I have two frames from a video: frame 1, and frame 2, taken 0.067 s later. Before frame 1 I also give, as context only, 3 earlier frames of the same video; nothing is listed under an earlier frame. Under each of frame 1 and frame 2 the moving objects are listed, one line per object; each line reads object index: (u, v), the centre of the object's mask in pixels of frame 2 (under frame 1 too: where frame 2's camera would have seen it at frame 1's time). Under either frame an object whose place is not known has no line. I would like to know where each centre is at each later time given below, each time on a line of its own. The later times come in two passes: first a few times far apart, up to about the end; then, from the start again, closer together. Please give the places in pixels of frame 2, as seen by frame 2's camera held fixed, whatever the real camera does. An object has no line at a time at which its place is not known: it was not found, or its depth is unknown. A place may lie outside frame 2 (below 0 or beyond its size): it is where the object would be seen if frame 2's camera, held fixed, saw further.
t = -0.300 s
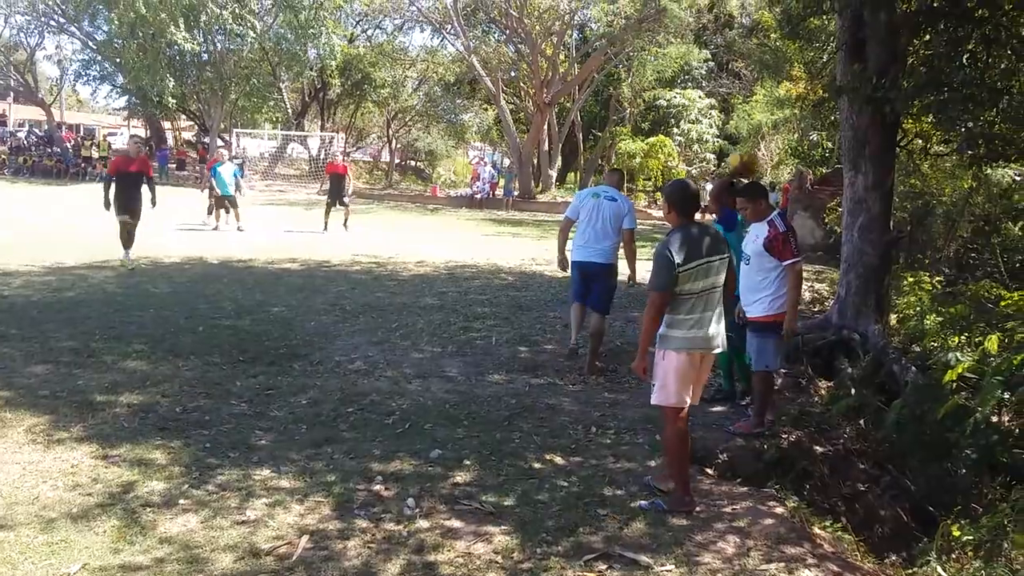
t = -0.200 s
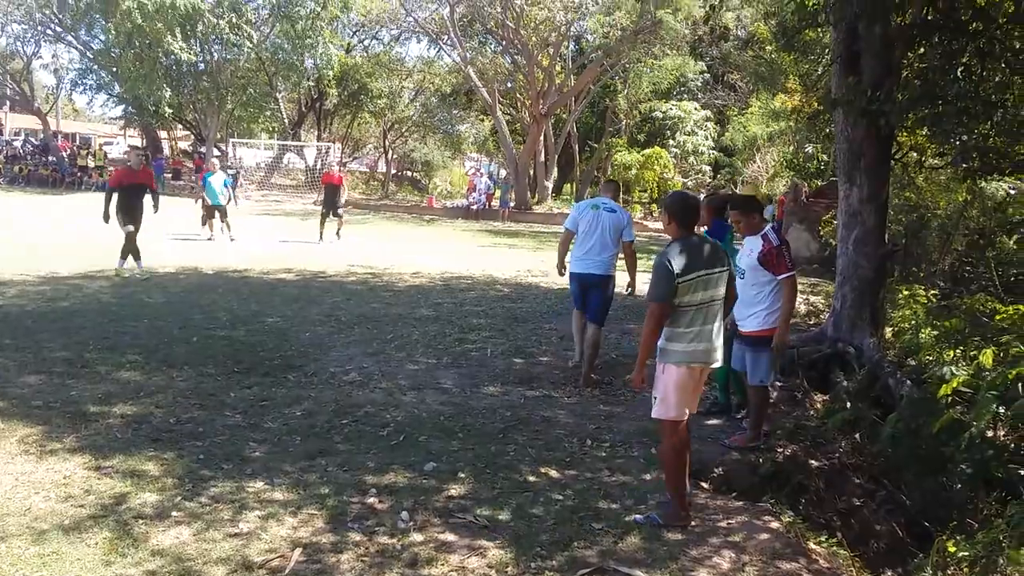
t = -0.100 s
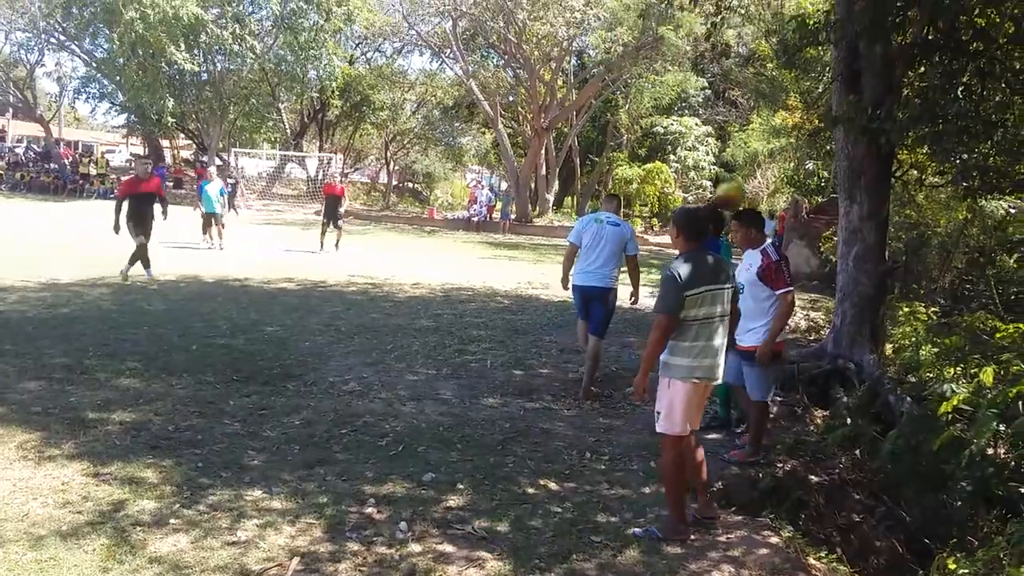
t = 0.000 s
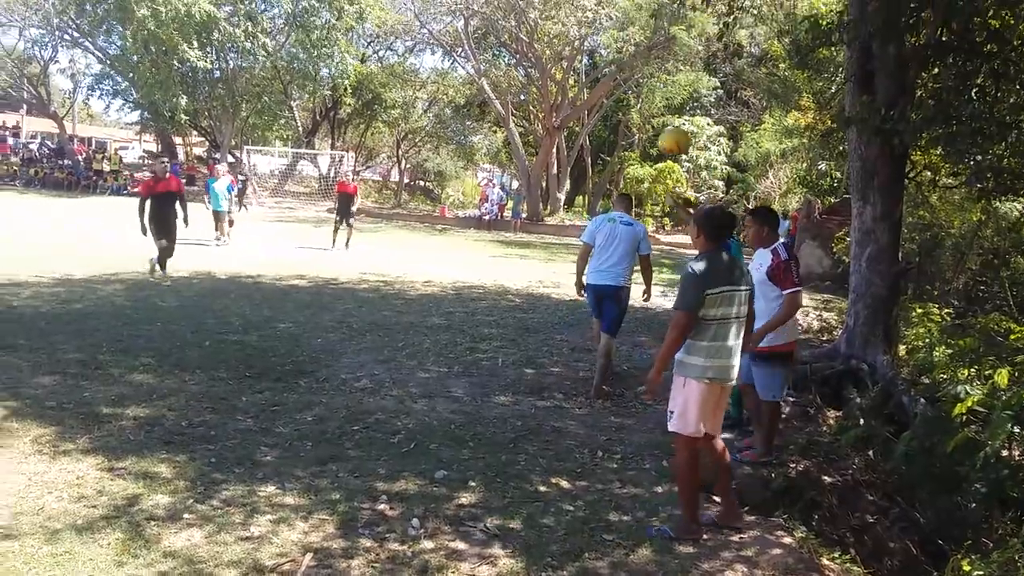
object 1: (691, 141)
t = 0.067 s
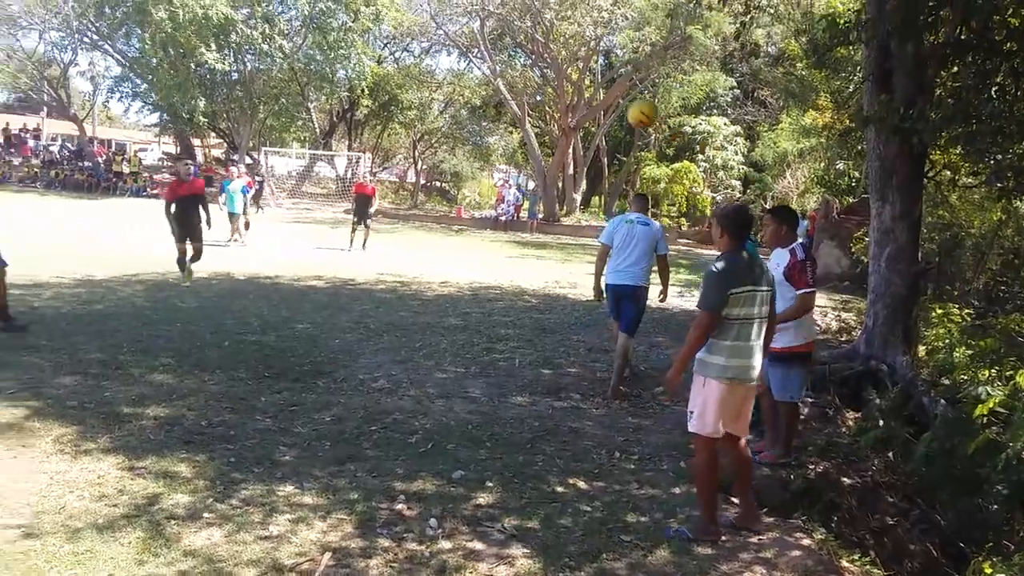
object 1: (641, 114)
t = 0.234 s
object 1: (530, 71)
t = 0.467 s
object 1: (385, 71)
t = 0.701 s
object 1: (251, 135)
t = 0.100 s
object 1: (617, 102)
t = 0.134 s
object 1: (595, 92)
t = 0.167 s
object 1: (573, 84)
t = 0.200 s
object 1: (551, 77)
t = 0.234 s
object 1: (530, 71)
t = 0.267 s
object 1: (508, 68)
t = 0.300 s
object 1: (487, 64)
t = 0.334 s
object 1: (465, 63)
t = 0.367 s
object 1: (444, 63)
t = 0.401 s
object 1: (425, 65)
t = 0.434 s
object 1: (405, 69)
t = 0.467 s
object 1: (385, 71)
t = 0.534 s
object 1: (346, 85)
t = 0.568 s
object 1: (329, 91)
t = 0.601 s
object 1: (307, 101)
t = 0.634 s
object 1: (287, 110)
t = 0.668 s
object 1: (268, 121)
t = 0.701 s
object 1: (251, 135)
